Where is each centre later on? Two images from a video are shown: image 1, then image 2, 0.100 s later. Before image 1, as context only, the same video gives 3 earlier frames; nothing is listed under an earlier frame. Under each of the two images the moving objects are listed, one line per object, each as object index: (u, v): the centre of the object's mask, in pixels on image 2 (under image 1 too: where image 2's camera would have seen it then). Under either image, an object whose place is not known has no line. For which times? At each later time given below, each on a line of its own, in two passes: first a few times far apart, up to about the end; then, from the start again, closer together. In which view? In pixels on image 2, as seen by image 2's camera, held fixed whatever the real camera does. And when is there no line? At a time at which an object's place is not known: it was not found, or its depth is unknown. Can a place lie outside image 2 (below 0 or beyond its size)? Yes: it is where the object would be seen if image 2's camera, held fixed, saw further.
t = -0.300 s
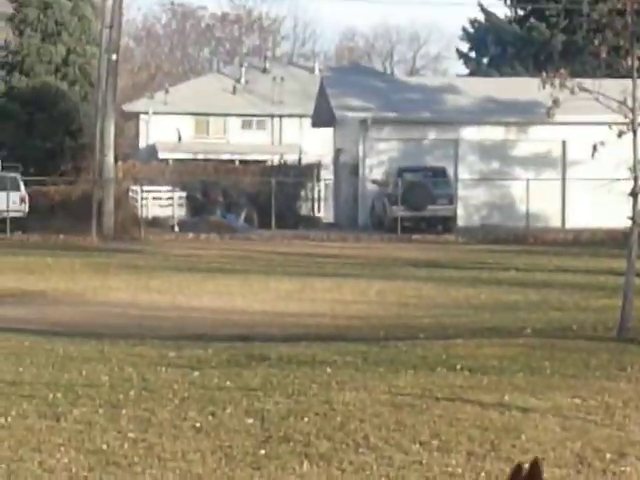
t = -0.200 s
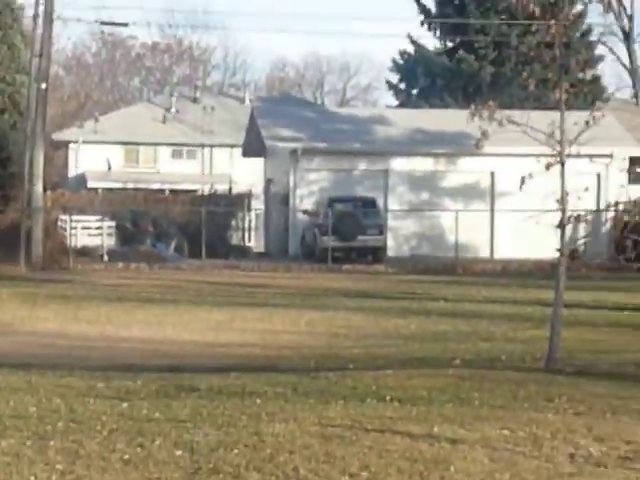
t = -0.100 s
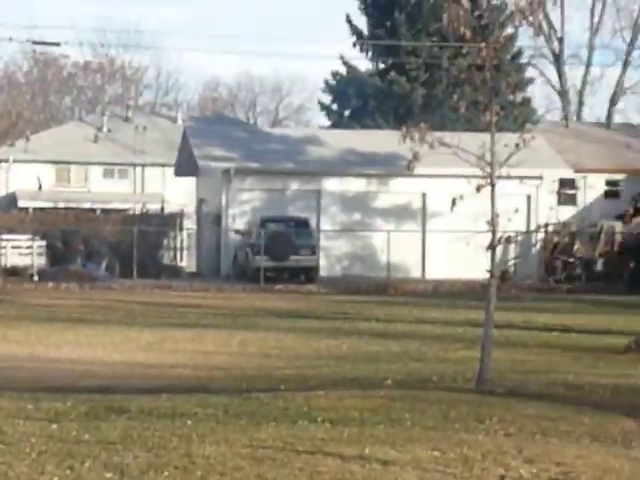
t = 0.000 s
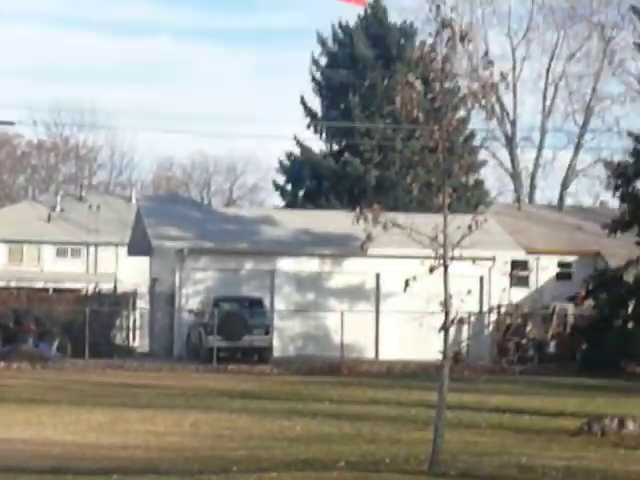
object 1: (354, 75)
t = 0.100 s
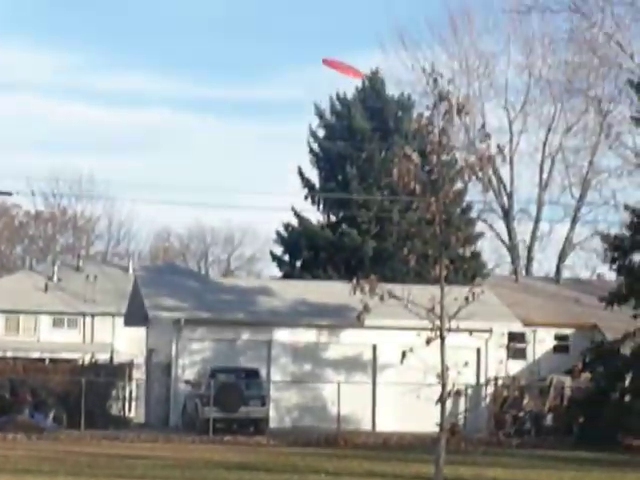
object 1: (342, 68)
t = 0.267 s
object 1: (357, 80)
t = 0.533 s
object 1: (402, 120)
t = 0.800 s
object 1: (469, 179)
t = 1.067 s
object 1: (552, 252)
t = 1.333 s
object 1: (660, 340)
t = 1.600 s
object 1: (789, 439)
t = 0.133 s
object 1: (344, 69)
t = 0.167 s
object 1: (346, 71)
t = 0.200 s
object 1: (350, 73)
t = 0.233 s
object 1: (353, 76)
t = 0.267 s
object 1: (357, 80)
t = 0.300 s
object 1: (361, 84)
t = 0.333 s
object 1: (366, 88)
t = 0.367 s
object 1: (371, 93)
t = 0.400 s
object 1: (376, 97)
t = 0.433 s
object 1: (381, 102)
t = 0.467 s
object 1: (387, 107)
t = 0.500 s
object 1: (395, 113)
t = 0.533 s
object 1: (402, 120)
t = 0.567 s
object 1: (409, 126)
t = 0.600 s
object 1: (416, 133)
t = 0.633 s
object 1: (424, 140)
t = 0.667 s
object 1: (432, 147)
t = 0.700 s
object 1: (441, 154)
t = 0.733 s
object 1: (445, 159)
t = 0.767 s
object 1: (456, 169)
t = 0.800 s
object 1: (469, 179)
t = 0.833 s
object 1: (474, 185)
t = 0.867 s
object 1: (486, 195)
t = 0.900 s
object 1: (497, 204)
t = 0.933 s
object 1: (507, 212)
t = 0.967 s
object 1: (519, 224)
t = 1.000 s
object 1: (529, 233)
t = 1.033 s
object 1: (543, 244)
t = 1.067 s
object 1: (552, 252)
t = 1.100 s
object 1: (565, 263)
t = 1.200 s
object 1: (602, 293)
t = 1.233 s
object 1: (617, 306)
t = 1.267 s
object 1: (631, 316)
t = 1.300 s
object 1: (646, 329)
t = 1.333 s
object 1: (660, 340)
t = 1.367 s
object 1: (674, 351)
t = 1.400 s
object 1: (689, 363)
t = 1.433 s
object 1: (705, 375)
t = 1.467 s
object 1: (721, 388)
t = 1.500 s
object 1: (738, 400)
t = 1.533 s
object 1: (754, 412)
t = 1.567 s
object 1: (770, 425)
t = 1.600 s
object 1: (789, 439)
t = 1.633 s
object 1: (807, 450)
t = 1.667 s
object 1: (825, 464)
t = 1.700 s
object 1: (843, 478)
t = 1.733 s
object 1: (861, 491)
